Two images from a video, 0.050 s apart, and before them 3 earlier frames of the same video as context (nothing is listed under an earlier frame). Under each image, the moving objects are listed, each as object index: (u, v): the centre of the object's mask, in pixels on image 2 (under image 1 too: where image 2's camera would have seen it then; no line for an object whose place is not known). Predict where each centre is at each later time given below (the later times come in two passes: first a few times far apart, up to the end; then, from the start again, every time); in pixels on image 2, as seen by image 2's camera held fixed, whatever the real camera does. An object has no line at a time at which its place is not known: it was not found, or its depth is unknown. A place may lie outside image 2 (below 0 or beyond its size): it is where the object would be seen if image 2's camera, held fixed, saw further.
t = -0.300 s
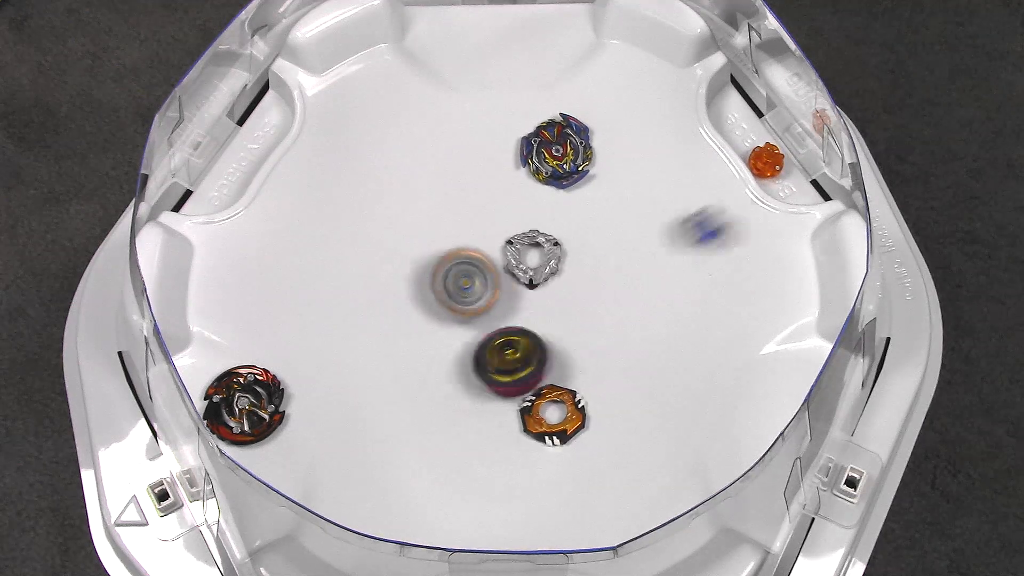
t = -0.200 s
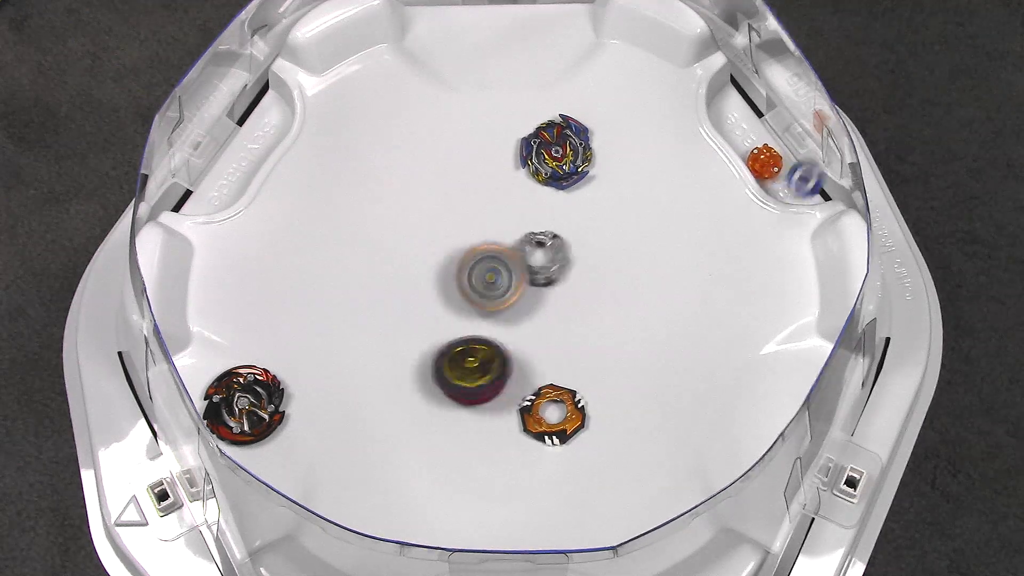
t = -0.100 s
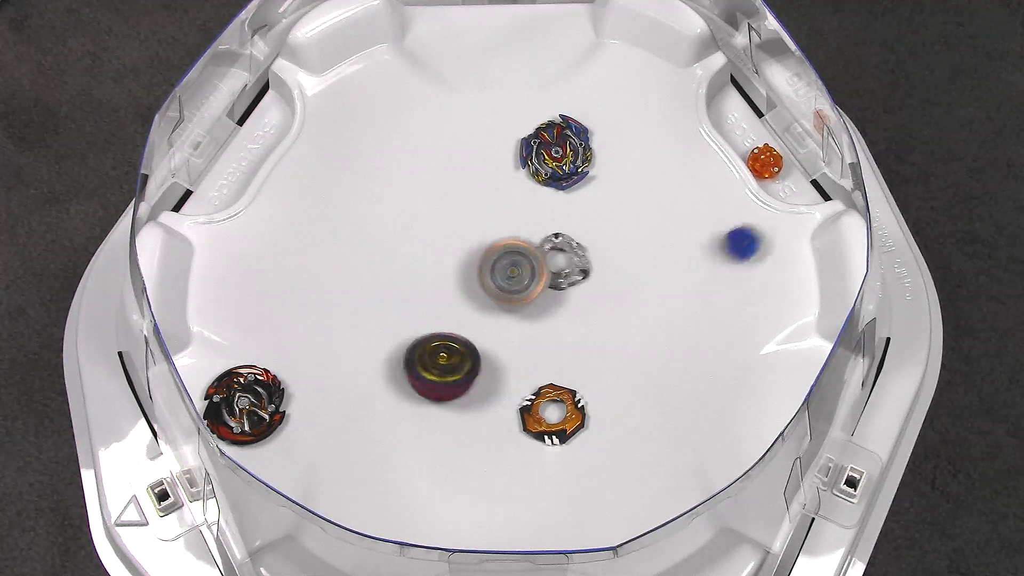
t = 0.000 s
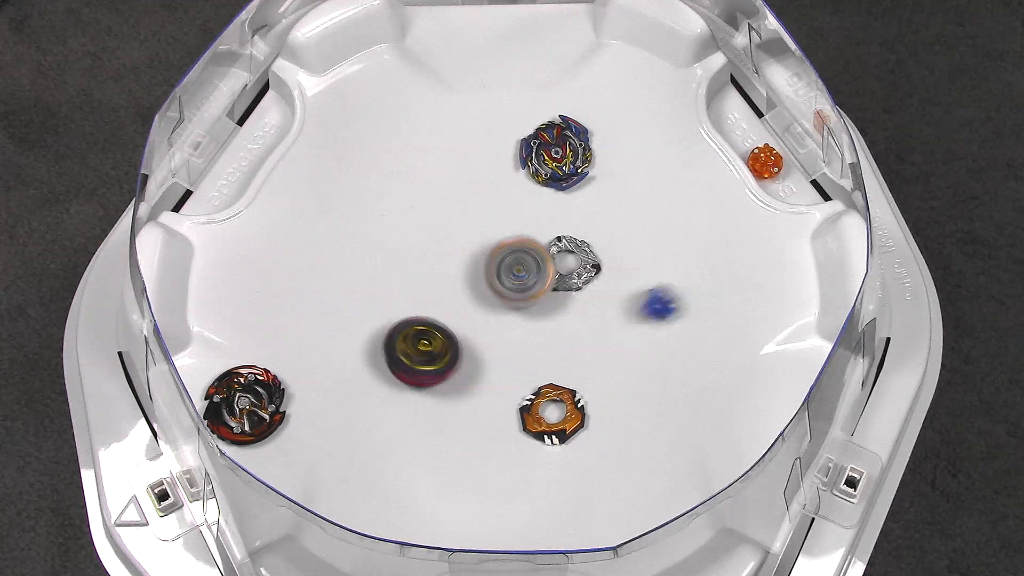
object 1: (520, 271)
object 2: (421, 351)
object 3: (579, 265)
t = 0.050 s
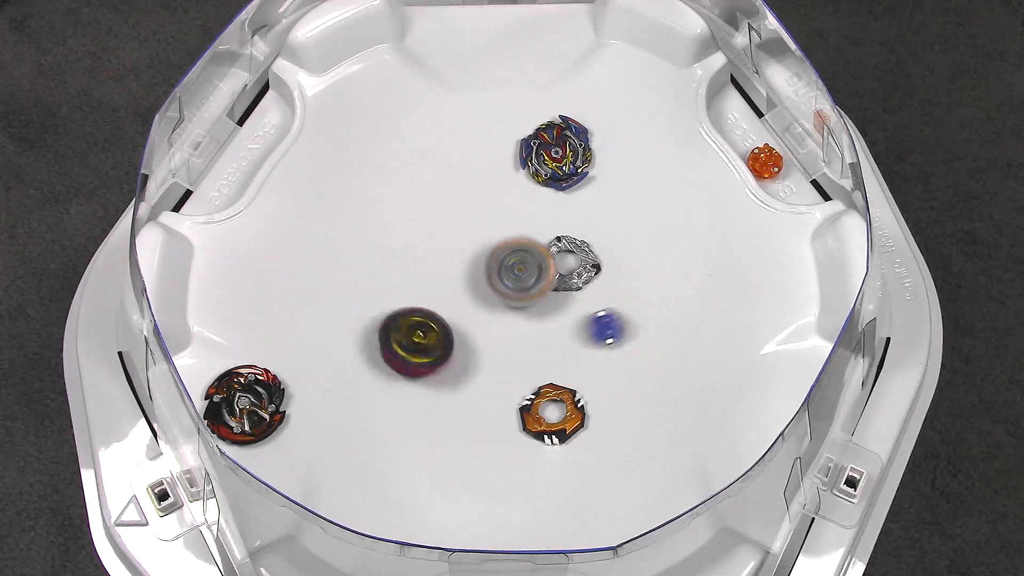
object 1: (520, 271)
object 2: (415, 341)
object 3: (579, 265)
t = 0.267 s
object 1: (518, 283)
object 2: (416, 285)
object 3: (571, 263)
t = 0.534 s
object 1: (516, 311)
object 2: (472, 225)
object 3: (568, 264)
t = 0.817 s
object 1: (483, 338)
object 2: (539, 195)
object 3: (592, 325)
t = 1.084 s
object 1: (470, 363)
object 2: (514, 274)
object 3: (570, 354)
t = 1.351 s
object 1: (461, 375)
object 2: (487, 306)
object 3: (547, 342)
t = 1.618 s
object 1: (439, 342)
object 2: (522, 253)
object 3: (548, 342)
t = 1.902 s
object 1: (467, 303)
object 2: (547, 279)
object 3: (548, 342)
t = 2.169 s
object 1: (491, 288)
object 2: (571, 291)
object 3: (540, 350)
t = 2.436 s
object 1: (483, 276)
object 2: (594, 308)
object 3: (540, 351)
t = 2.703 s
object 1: (471, 273)
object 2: (564, 285)
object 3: (535, 351)
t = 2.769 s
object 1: (469, 275)
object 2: (563, 286)
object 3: (535, 351)
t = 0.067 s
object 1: (520, 272)
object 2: (413, 338)
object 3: (579, 266)
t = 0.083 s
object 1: (520, 273)
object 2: (413, 335)
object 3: (579, 265)
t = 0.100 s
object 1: (520, 273)
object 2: (412, 331)
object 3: (579, 265)
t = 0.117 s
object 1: (520, 274)
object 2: (410, 327)
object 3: (579, 264)
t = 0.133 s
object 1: (520, 274)
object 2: (410, 323)
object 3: (579, 265)
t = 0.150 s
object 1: (519, 276)
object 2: (410, 320)
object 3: (579, 265)
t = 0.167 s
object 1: (520, 277)
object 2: (411, 315)
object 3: (579, 264)
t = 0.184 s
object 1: (519, 278)
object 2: (411, 311)
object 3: (579, 264)
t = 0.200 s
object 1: (519, 279)
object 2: (411, 307)
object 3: (572, 263)
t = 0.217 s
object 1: (519, 280)
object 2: (412, 301)
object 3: (572, 263)
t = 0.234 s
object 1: (518, 282)
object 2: (413, 295)
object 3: (571, 263)
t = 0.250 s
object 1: (518, 283)
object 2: (414, 289)
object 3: (571, 263)
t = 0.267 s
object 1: (518, 283)
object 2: (416, 285)
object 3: (571, 263)
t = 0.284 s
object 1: (518, 286)
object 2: (417, 279)
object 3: (571, 263)
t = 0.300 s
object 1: (517, 288)
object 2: (419, 273)
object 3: (571, 263)
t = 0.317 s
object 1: (517, 290)
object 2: (421, 269)
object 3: (570, 263)
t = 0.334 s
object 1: (517, 291)
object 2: (424, 264)
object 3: (570, 263)
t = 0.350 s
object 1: (516, 294)
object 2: (426, 259)
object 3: (569, 263)
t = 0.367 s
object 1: (516, 296)
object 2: (429, 255)
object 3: (569, 263)
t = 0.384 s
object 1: (516, 298)
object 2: (433, 251)
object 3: (569, 263)
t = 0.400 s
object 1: (516, 300)
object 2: (437, 246)
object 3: (569, 264)
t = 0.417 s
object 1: (516, 300)
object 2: (441, 243)
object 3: (569, 264)
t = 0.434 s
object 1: (516, 302)
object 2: (445, 240)
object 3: (569, 264)
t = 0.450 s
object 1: (516, 304)
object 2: (449, 236)
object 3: (569, 264)
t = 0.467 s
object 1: (516, 306)
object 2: (453, 234)
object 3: (569, 264)
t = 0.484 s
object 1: (516, 308)
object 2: (458, 232)
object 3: (568, 264)
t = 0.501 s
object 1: (517, 309)
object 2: (463, 229)
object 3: (569, 264)
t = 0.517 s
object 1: (516, 310)
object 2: (468, 227)
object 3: (568, 264)
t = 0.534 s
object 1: (516, 311)
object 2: (472, 225)
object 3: (568, 264)
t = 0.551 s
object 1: (516, 313)
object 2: (478, 223)
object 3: (568, 264)
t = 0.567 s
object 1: (516, 313)
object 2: (483, 222)
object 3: (568, 264)
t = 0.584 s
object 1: (515, 315)
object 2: (488, 221)
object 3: (568, 264)
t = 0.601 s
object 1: (516, 315)
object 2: (494, 219)
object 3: (568, 264)
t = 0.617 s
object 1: (515, 316)
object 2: (499, 219)
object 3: (568, 264)
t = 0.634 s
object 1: (515, 318)
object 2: (504, 219)
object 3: (568, 264)
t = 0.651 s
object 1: (514, 319)
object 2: (510, 218)
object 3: (568, 264)
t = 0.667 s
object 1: (515, 319)
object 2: (515, 219)
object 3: (568, 264)
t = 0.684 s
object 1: (514, 320)
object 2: (519, 219)
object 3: (568, 264)
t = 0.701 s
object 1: (514, 320)
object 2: (527, 217)
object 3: (569, 266)
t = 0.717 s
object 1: (514, 321)
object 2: (532, 207)
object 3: (567, 284)
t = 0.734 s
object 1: (510, 322)
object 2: (539, 202)
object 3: (569, 297)
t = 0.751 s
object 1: (502, 327)
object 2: (540, 195)
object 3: (572, 302)
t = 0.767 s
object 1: (496, 330)
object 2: (542, 191)
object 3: (576, 306)
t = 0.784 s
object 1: (490, 332)
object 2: (544, 192)
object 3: (582, 310)
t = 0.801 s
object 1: (486, 335)
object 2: (542, 195)
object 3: (587, 317)
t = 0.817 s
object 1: (483, 338)
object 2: (539, 195)
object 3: (592, 325)
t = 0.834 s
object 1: (480, 340)
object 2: (537, 196)
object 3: (594, 330)
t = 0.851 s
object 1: (478, 342)
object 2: (536, 198)
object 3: (597, 337)
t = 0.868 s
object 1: (475, 344)
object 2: (536, 201)
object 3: (596, 337)
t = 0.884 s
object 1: (474, 347)
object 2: (535, 204)
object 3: (596, 340)
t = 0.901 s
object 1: (472, 350)
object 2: (533, 208)
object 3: (594, 342)
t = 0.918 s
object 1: (470, 353)
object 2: (532, 213)
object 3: (590, 346)
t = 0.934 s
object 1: (468, 356)
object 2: (530, 217)
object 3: (588, 351)
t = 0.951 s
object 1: (467, 357)
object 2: (530, 221)
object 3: (586, 353)
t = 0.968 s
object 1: (467, 360)
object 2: (529, 228)
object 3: (584, 352)
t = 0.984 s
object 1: (466, 362)
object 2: (527, 233)
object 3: (582, 352)
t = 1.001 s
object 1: (467, 363)
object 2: (525, 240)
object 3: (579, 354)
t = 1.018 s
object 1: (467, 364)
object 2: (522, 246)
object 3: (577, 356)
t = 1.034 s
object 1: (467, 364)
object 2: (522, 251)
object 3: (575, 358)
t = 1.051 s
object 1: (469, 365)
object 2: (519, 259)
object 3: (574, 356)
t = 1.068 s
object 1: (469, 365)
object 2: (515, 266)
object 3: (572, 355)
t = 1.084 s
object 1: (470, 363)
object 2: (514, 274)
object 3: (570, 354)
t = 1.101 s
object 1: (472, 363)
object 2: (510, 282)
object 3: (568, 353)
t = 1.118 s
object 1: (473, 361)
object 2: (508, 287)
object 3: (564, 351)
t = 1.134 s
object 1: (473, 361)
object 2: (505, 293)
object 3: (561, 349)
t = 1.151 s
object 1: (471, 363)
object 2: (505, 295)
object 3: (558, 348)
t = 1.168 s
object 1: (469, 366)
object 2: (505, 296)
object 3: (555, 346)
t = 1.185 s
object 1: (466, 369)
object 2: (504, 297)
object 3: (552, 345)
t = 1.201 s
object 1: (464, 371)
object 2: (504, 298)
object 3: (550, 343)
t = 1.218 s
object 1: (463, 371)
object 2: (503, 298)
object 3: (549, 343)
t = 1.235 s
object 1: (462, 374)
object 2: (501, 301)
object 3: (548, 342)
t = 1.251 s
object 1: (460, 376)
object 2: (499, 303)
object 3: (548, 342)
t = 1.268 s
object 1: (460, 376)
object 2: (496, 304)
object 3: (548, 342)
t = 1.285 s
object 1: (459, 377)
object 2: (494, 305)
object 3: (547, 342)
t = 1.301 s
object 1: (459, 377)
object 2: (492, 306)
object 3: (547, 342)
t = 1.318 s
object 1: (461, 378)
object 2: (490, 305)
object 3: (547, 342)
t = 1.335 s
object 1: (460, 377)
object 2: (489, 306)
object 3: (547, 342)
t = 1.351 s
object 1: (461, 375)
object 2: (487, 306)
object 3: (547, 342)
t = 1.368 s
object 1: (462, 374)
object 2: (485, 306)
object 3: (547, 342)
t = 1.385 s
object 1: (460, 374)
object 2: (489, 303)
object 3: (547, 342)
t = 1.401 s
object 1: (456, 375)
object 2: (493, 301)
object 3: (548, 341)
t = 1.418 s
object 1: (452, 374)
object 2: (497, 295)
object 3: (548, 341)
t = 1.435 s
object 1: (449, 372)
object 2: (501, 289)
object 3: (548, 342)
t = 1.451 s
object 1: (446, 370)
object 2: (504, 283)
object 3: (548, 342)
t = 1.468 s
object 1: (445, 368)
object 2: (507, 280)
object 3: (548, 342)
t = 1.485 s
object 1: (443, 367)
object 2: (509, 276)
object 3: (548, 342)
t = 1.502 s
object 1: (440, 364)
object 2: (510, 273)
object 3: (548, 342)
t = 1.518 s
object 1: (440, 360)
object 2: (512, 269)
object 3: (548, 342)
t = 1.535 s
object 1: (440, 358)
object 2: (513, 265)
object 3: (548, 342)
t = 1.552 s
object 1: (440, 355)
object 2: (515, 263)
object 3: (548, 342)
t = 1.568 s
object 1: (439, 352)
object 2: (517, 261)
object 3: (548, 342)
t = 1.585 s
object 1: (440, 350)
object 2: (519, 259)
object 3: (548, 342)
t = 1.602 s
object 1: (440, 346)
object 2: (520, 255)
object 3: (548, 342)
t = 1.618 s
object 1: (439, 342)
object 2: (522, 253)
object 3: (548, 342)
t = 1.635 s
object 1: (441, 339)
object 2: (523, 251)
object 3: (548, 342)
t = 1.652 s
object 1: (442, 336)
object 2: (525, 250)
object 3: (548, 342)
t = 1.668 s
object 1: (442, 333)
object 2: (527, 249)
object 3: (548, 342)
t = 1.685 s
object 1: (445, 330)
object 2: (528, 250)
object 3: (548, 342)
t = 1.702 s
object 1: (447, 325)
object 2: (530, 250)
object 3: (548, 342)
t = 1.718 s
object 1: (448, 326)
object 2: (530, 252)
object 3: (548, 342)
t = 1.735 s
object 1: (451, 322)
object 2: (531, 254)
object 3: (548, 342)
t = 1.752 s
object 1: (451, 321)
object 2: (530, 257)
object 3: (548, 342)
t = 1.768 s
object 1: (455, 318)
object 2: (530, 260)
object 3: (548, 342)
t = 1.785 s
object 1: (457, 315)
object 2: (530, 263)
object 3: (548, 342)
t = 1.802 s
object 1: (460, 314)
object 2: (532, 265)
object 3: (548, 342)
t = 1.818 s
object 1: (462, 312)
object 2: (534, 268)
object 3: (548, 342)
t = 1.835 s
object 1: (466, 308)
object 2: (535, 271)
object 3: (548, 342)
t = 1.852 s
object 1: (469, 307)
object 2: (536, 273)
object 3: (548, 342)
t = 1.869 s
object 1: (470, 305)
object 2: (537, 275)
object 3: (548, 342)
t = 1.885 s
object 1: (468, 304)
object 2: (541, 277)
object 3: (548, 342)
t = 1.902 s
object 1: (467, 303)
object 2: (547, 279)
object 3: (548, 342)
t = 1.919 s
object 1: (467, 301)
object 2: (552, 282)
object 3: (547, 344)
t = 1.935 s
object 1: (468, 300)
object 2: (556, 283)
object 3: (545, 346)
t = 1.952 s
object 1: (472, 296)
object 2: (559, 286)
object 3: (543, 349)
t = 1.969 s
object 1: (475, 296)
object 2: (561, 287)
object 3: (541, 350)
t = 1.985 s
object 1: (478, 295)
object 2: (563, 287)
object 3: (541, 351)
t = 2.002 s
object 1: (481, 294)
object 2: (564, 287)
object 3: (541, 351)
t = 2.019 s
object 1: (485, 294)
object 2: (565, 285)
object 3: (540, 351)
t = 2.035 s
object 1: (486, 294)
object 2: (567, 284)
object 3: (539, 350)
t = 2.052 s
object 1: (489, 294)
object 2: (567, 282)
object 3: (540, 350)
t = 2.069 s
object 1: (492, 293)
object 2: (568, 281)
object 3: (540, 350)
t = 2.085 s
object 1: (495, 293)
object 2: (568, 280)
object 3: (540, 351)
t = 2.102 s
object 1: (497, 292)
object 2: (568, 280)
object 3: (540, 351)
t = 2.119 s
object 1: (495, 290)
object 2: (569, 283)
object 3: (540, 350)
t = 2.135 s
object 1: (495, 290)
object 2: (570, 285)
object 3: (540, 350)
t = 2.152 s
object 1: (493, 289)
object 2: (571, 288)
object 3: (540, 350)
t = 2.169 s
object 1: (491, 288)
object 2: (571, 291)
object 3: (540, 350)
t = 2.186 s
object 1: (493, 286)
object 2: (571, 294)
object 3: (540, 351)
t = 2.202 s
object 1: (495, 286)
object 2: (572, 297)
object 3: (540, 351)
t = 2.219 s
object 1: (496, 286)
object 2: (572, 299)
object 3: (540, 351)
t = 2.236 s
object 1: (497, 287)
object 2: (573, 301)
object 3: (539, 351)
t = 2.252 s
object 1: (499, 287)
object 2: (574, 302)
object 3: (539, 351)
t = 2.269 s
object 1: (500, 287)
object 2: (575, 304)
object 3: (539, 351)
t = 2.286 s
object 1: (497, 285)
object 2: (582, 306)
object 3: (539, 351)
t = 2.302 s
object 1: (495, 283)
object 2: (586, 308)
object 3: (539, 351)
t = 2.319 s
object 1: (493, 282)
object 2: (590, 308)
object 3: (540, 351)
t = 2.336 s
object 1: (493, 281)
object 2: (593, 309)
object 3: (540, 350)
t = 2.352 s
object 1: (493, 281)
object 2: (595, 309)
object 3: (540, 350)
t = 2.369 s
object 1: (491, 280)
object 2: (597, 308)
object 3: (540, 350)
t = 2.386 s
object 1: (489, 280)
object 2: (598, 307)
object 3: (540, 351)
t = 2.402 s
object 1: (488, 276)
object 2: (597, 307)
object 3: (540, 351)
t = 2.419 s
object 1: (484, 277)
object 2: (596, 307)
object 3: (540, 351)
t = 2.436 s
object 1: (483, 276)
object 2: (594, 308)
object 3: (540, 351)
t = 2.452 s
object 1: (481, 274)
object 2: (592, 309)
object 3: (540, 350)
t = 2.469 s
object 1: (481, 274)
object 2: (589, 309)
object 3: (539, 350)
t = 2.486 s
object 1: (480, 273)
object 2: (585, 309)
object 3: (539, 351)
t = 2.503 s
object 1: (479, 273)
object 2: (581, 308)
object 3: (538, 352)
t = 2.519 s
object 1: (478, 273)
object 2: (577, 307)
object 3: (538, 352)
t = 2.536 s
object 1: (476, 271)
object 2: (574, 304)
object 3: (537, 352)
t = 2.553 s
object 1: (477, 272)
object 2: (571, 302)
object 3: (536, 352)
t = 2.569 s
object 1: (477, 271)
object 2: (569, 300)
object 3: (535, 351)
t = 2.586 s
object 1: (476, 272)
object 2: (567, 298)
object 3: (535, 351)
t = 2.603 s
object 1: (475, 271)
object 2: (565, 295)
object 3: (535, 351)
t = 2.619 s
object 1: (475, 271)
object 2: (564, 293)
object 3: (535, 351)
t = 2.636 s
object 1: (476, 272)
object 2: (563, 291)
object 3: (535, 351)
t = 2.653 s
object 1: (474, 272)
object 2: (564, 289)
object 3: (535, 351)
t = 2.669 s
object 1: (472, 273)
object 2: (564, 288)
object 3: (535, 351)
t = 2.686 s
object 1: (472, 273)
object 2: (564, 286)
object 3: (535, 351)
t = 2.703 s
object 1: (471, 273)
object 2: (564, 285)
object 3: (535, 351)
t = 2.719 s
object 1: (471, 275)
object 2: (564, 285)
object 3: (535, 351)
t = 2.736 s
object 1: (469, 276)
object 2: (564, 285)
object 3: (535, 351)
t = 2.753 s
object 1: (468, 278)
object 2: (563, 286)
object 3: (535, 351)
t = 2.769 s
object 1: (469, 275)
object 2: (563, 286)
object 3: (535, 351)
